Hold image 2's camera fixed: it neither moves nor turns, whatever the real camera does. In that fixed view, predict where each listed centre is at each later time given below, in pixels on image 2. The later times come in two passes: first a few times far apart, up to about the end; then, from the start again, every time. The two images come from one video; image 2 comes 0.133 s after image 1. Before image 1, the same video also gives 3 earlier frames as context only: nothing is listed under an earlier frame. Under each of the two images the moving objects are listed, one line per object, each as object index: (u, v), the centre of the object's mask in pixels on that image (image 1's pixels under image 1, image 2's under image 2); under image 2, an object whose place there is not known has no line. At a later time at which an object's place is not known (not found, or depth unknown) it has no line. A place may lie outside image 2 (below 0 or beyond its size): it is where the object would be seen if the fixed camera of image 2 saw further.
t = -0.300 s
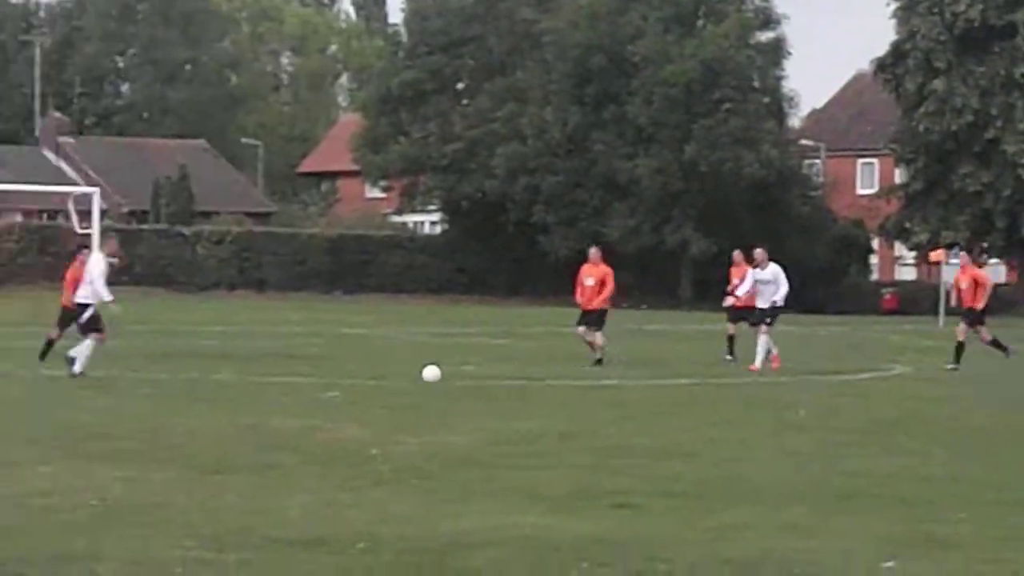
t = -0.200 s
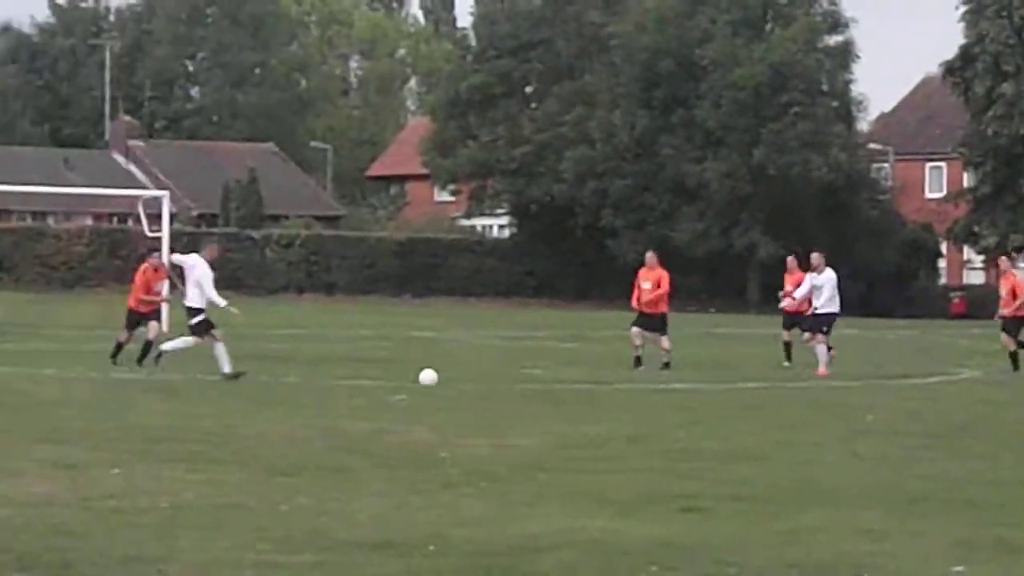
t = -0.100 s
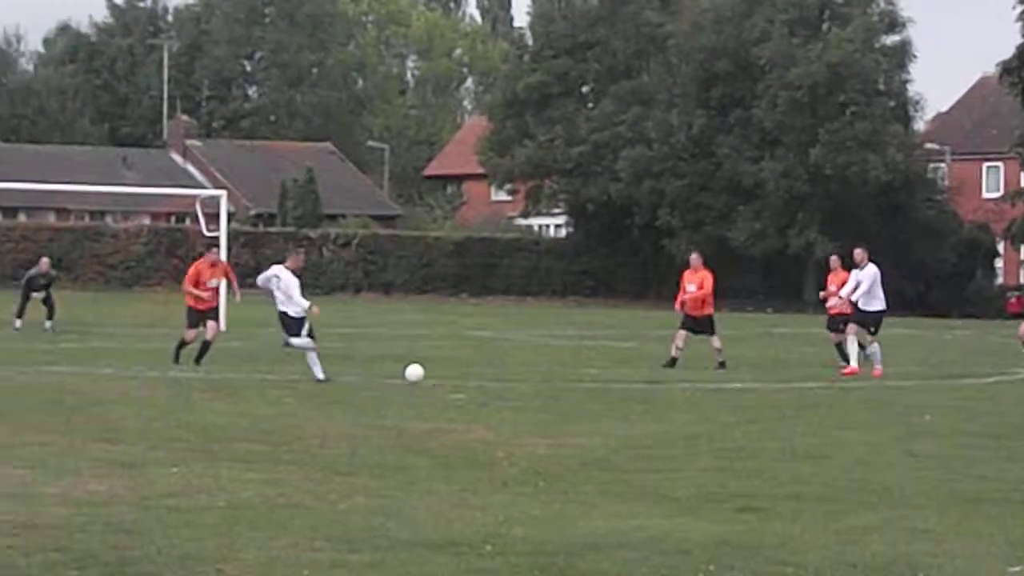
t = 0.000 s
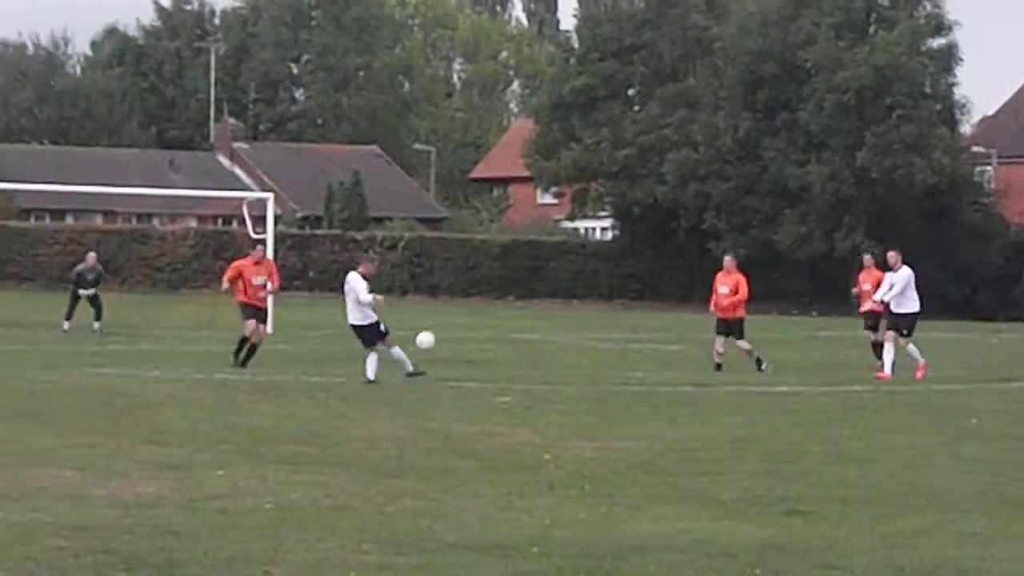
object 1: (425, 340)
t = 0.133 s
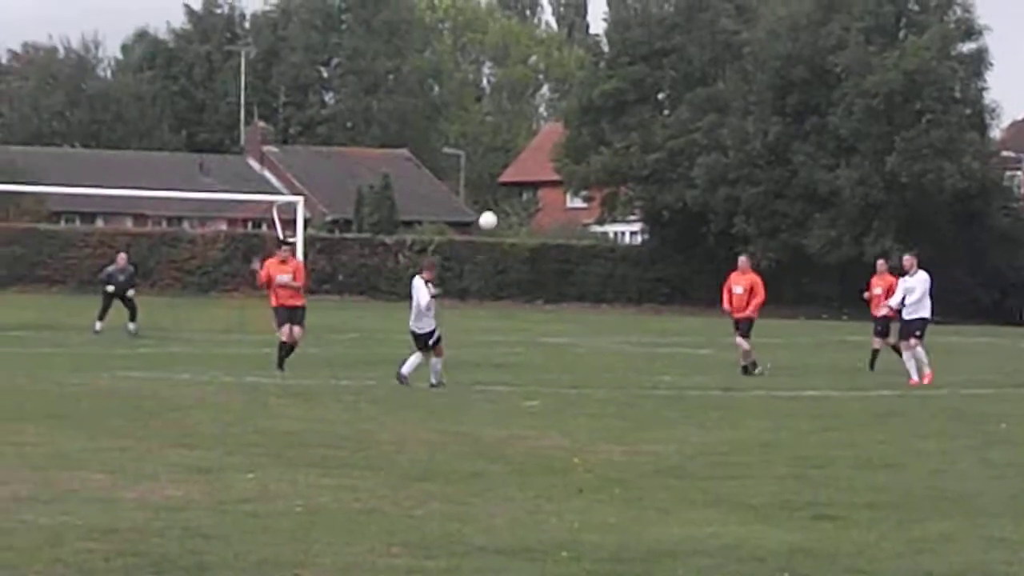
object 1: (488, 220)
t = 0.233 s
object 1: (502, 147)
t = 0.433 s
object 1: (512, 43)
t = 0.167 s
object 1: (493, 195)
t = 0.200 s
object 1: (497, 170)
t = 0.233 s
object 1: (502, 147)
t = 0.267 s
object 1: (505, 126)
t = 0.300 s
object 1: (507, 107)
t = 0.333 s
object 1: (509, 89)
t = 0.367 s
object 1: (510, 72)
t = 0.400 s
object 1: (511, 57)
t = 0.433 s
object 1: (512, 43)
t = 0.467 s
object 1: (512, 30)
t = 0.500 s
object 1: (511, 17)
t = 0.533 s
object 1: (511, 7)
